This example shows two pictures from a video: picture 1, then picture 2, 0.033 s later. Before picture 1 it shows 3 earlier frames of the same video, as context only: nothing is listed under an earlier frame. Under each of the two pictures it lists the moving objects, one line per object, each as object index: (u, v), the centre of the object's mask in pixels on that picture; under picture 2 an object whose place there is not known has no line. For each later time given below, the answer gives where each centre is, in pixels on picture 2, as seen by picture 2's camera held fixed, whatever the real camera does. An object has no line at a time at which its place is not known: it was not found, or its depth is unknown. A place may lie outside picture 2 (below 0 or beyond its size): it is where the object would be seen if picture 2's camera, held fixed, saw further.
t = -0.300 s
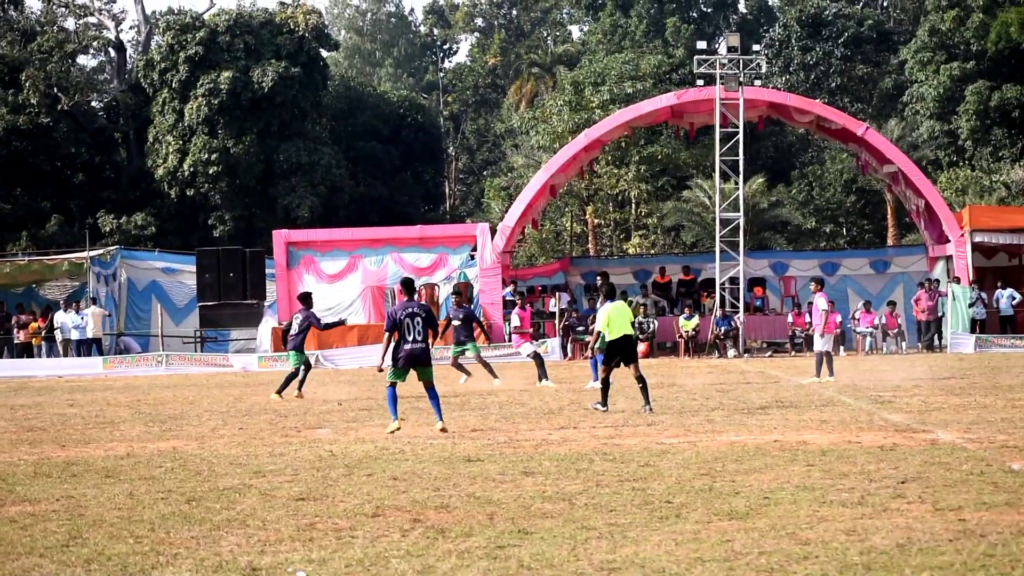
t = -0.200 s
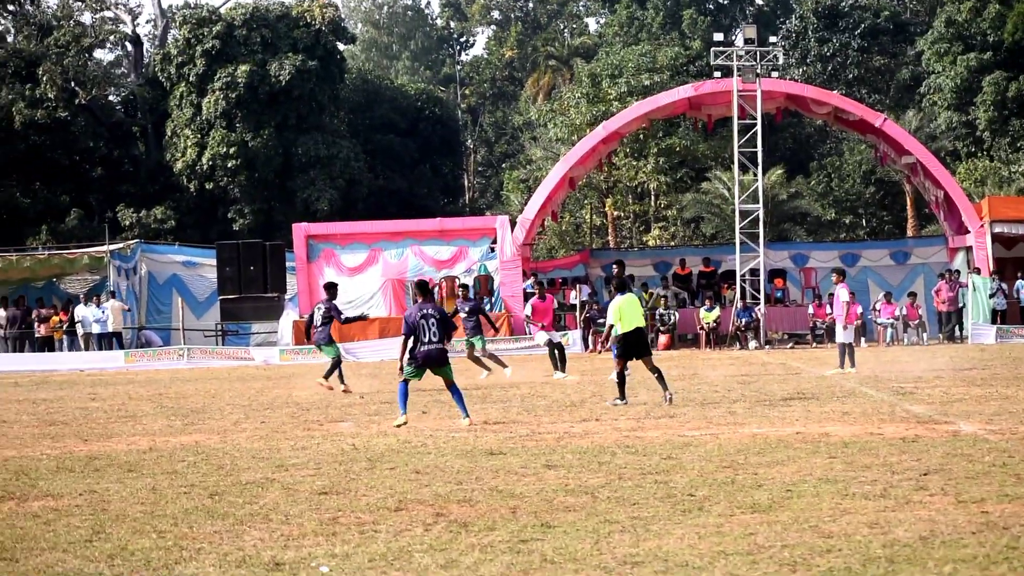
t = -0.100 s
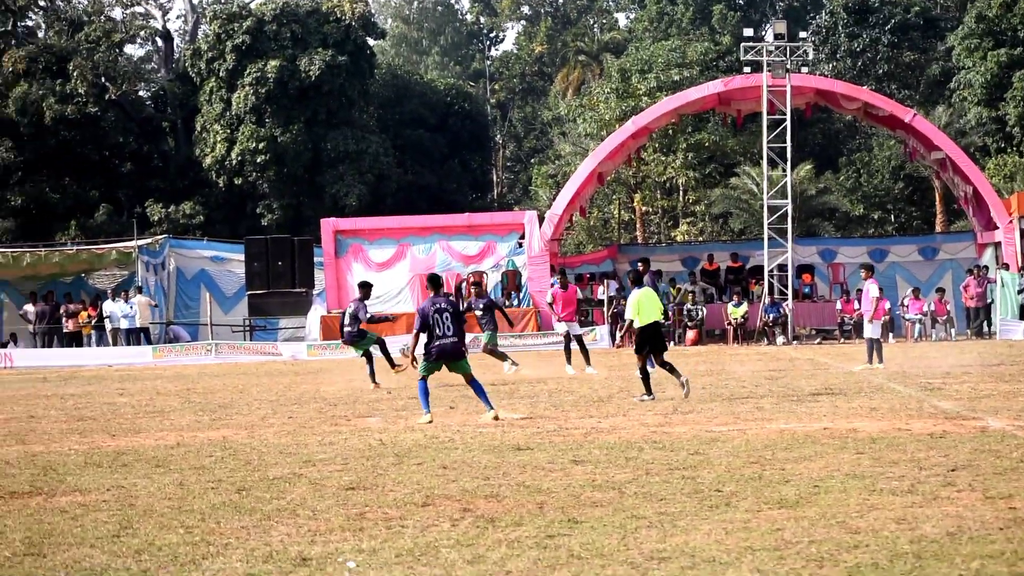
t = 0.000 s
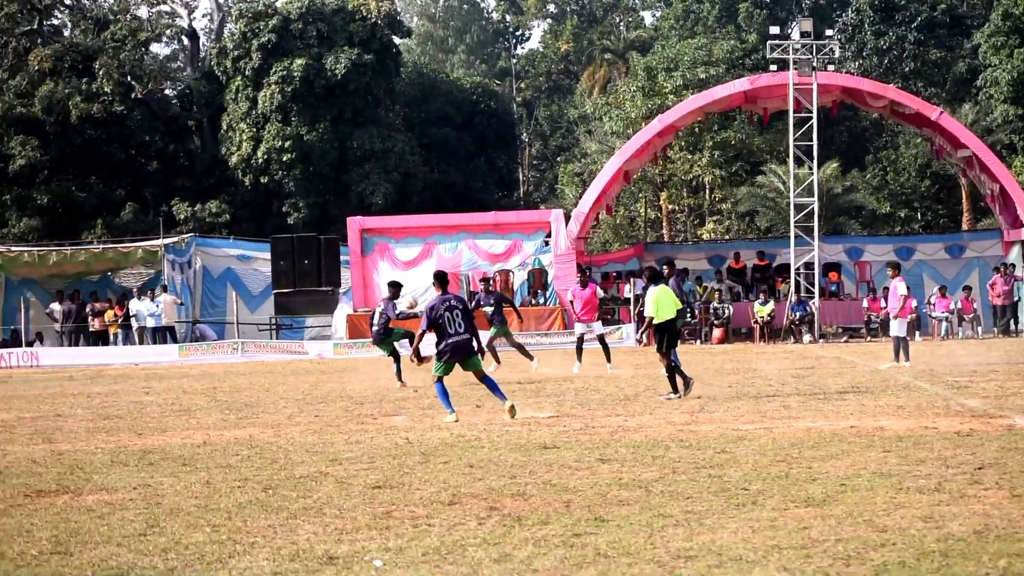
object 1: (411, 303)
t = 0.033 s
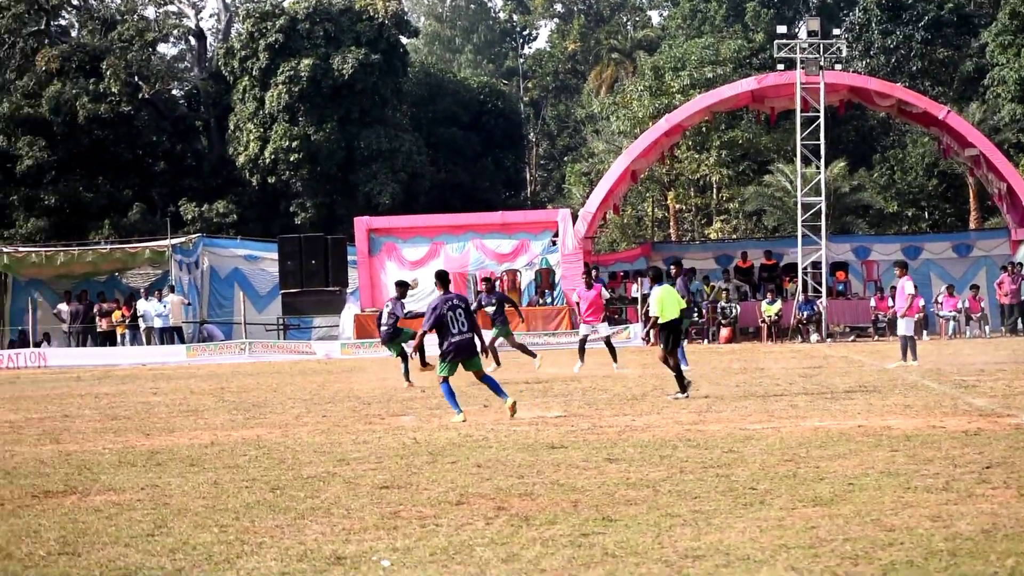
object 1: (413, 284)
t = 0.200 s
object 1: (378, 205)
